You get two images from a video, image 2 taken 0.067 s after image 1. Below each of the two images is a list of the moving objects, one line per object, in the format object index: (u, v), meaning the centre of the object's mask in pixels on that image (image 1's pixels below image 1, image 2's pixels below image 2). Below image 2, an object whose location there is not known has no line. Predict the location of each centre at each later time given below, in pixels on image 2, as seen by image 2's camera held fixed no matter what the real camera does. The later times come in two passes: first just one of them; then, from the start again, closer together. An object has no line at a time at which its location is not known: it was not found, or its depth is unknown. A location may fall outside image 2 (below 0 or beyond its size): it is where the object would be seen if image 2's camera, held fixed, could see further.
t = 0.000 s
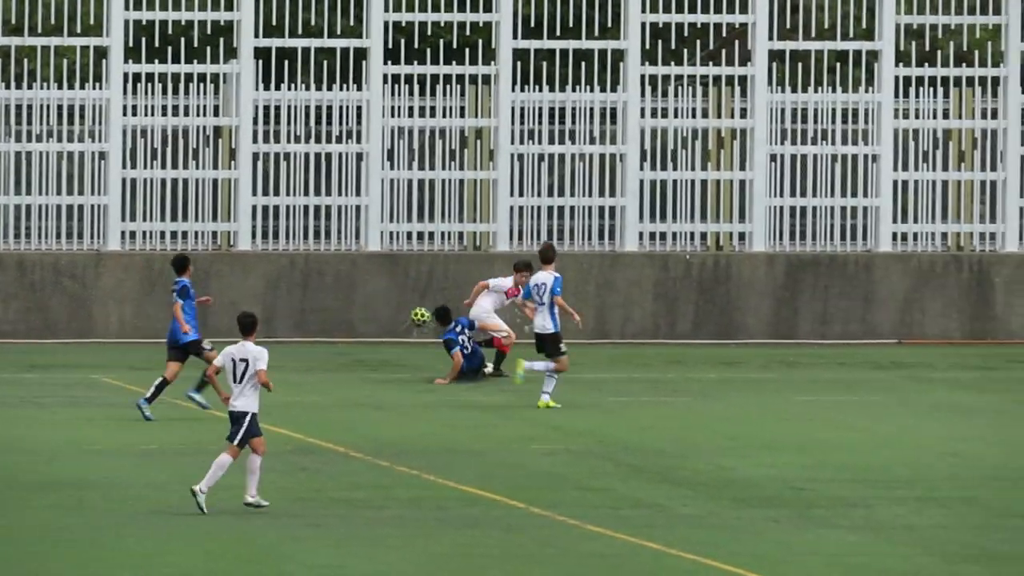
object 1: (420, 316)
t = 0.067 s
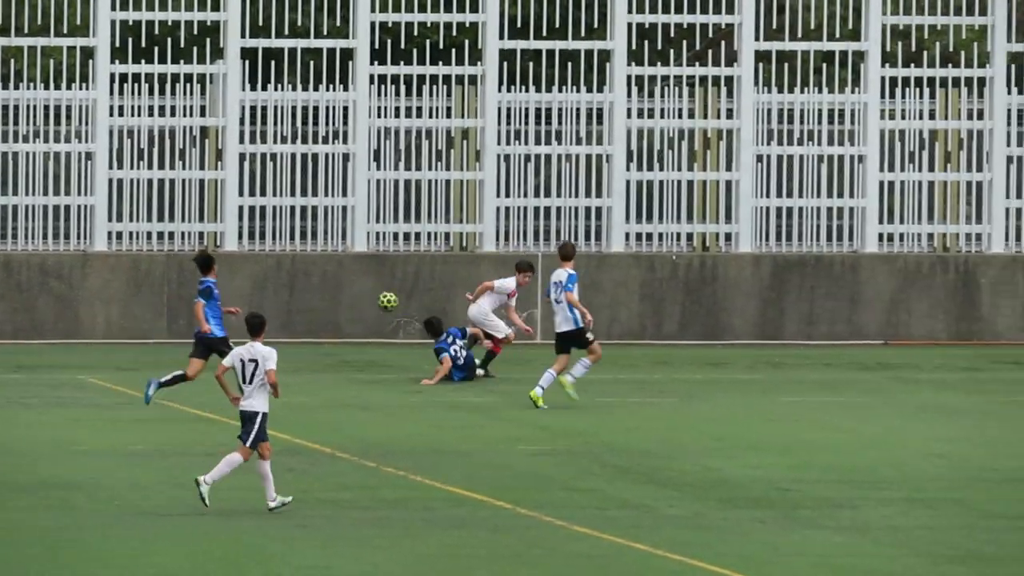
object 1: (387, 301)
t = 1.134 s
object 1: (195, 299)
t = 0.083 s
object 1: (383, 297)
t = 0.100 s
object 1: (378, 294)
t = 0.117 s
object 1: (374, 291)
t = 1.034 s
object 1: (196, 301)
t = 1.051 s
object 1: (195, 300)
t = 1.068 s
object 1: (196, 299)
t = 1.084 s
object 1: (195, 299)
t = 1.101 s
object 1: (195, 299)
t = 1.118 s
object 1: (195, 299)
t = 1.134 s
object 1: (195, 299)
